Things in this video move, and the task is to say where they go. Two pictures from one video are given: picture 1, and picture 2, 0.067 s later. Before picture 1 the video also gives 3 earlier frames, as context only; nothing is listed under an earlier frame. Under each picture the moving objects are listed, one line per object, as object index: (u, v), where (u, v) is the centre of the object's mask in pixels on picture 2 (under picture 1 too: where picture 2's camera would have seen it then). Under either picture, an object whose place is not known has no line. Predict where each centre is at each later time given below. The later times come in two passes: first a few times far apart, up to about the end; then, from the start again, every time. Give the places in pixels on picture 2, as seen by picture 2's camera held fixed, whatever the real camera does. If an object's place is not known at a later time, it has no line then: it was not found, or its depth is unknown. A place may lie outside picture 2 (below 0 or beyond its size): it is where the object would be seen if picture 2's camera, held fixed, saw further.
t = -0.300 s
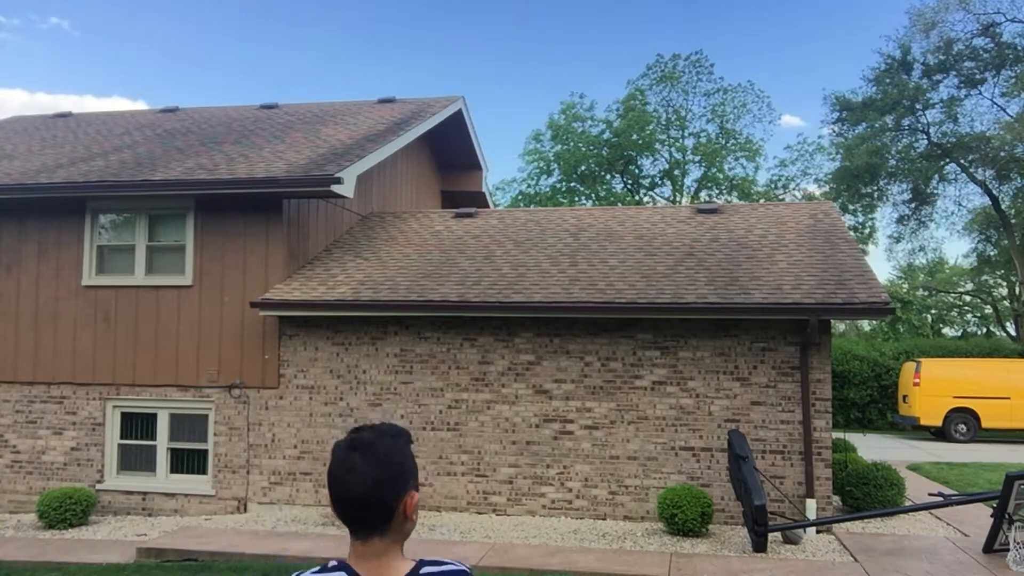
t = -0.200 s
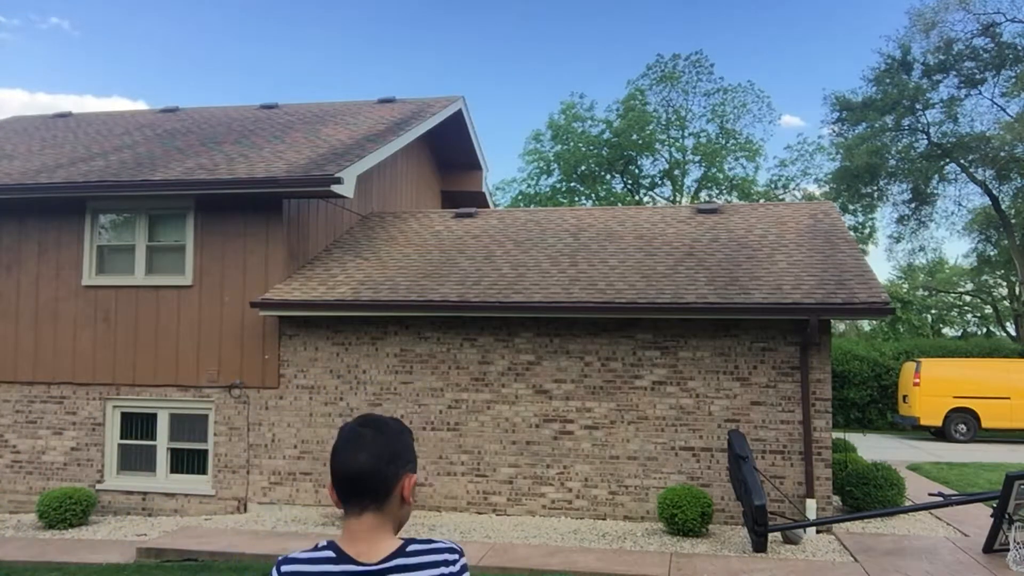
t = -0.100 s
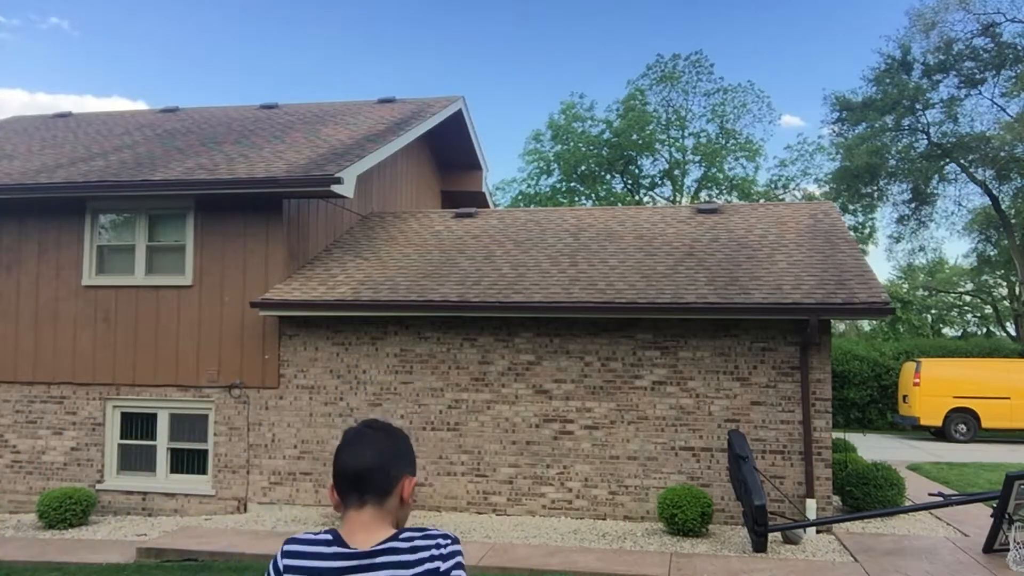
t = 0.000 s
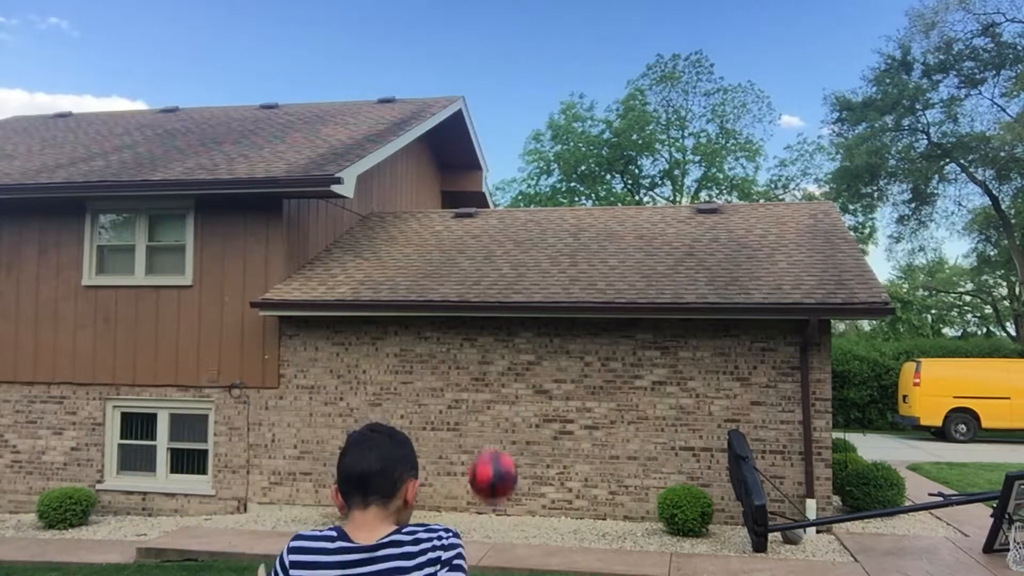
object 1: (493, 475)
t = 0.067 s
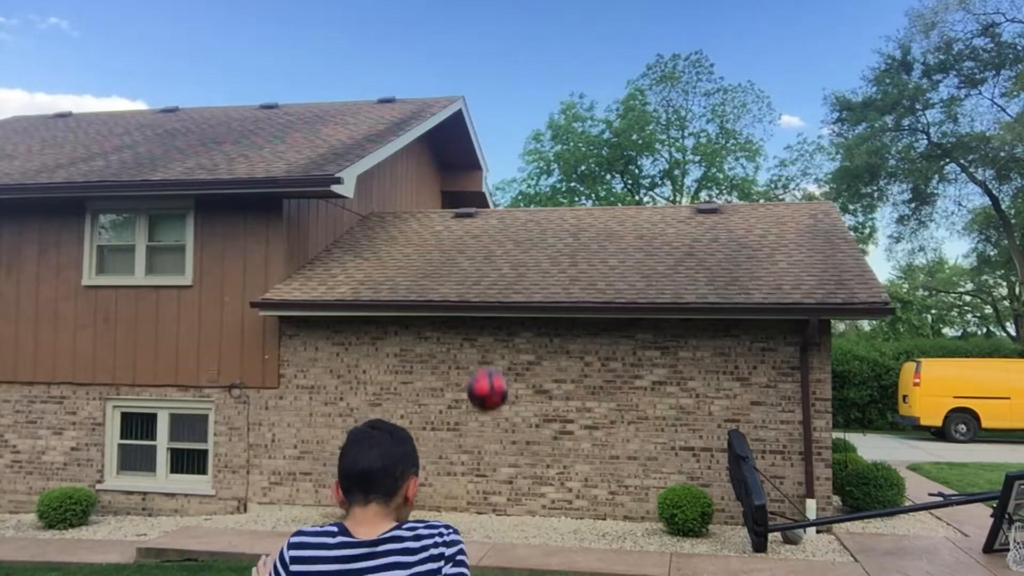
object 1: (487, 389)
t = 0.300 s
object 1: (478, 280)
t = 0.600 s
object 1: (472, 288)
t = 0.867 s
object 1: (455, 373)
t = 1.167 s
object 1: (427, 495)
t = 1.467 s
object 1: (418, 402)
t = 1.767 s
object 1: (407, 387)
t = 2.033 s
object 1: (394, 446)
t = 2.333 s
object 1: (377, 564)
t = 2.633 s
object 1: (357, 541)
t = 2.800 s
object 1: (343, 569)
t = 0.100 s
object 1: (485, 360)
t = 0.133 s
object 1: (483, 338)
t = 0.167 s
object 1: (482, 318)
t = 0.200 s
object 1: (481, 305)
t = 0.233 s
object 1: (480, 294)
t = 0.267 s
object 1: (479, 286)
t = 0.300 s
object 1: (478, 280)
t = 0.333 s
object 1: (478, 276)
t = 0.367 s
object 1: (477, 273)
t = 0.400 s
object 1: (477, 272)
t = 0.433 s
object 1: (476, 273)
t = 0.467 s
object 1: (475, 274)
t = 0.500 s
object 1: (474, 276)
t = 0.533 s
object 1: (474, 279)
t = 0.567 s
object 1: (473, 283)
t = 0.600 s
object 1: (472, 288)
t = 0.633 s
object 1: (471, 294)
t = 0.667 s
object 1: (470, 299)
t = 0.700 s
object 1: (469, 306)
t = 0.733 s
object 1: (469, 312)
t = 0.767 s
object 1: (466, 324)
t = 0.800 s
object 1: (462, 340)
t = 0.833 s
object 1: (459, 356)
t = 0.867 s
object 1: (455, 373)
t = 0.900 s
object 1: (452, 390)
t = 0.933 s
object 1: (448, 409)
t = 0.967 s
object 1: (444, 429)
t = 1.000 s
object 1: (441, 450)
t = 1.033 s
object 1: (436, 470)
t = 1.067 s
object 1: (433, 492)
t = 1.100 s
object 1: (429, 517)
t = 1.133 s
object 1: (428, 509)
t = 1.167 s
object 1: (427, 495)
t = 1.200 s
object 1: (427, 480)
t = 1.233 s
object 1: (425, 468)
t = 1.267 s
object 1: (424, 456)
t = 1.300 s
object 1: (424, 444)
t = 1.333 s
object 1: (423, 434)
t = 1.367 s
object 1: (422, 425)
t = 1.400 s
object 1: (421, 416)
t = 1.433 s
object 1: (419, 409)
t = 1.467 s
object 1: (418, 402)
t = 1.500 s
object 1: (418, 396)
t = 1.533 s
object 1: (416, 392)
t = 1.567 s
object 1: (415, 388)
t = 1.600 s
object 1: (414, 386)
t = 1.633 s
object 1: (412, 384)
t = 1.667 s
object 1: (411, 384)
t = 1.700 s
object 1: (410, 383)
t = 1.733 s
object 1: (409, 385)
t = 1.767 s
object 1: (407, 387)
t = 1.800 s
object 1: (406, 391)
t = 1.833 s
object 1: (404, 395)
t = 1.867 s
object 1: (402, 402)
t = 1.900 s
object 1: (401, 408)
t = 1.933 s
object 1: (399, 416)
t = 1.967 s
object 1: (398, 425)
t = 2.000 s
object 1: (396, 435)
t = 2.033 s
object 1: (394, 446)
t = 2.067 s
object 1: (392, 458)
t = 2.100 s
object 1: (390, 472)
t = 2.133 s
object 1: (388, 487)
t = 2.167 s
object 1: (386, 504)
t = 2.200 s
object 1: (385, 521)
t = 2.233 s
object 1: (383, 541)
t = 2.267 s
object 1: (381, 562)
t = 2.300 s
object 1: (379, 569)
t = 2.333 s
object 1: (377, 564)
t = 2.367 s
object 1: (375, 557)
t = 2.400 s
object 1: (373, 551)
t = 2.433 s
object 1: (371, 546)
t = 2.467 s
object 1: (369, 542)
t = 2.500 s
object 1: (366, 540)
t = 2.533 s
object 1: (364, 539)
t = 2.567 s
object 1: (361, 538)
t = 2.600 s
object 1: (359, 539)
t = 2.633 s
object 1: (357, 541)
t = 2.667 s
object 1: (354, 545)
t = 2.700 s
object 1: (351, 550)
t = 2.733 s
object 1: (349, 556)
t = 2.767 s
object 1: (346, 564)
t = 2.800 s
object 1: (343, 569)
